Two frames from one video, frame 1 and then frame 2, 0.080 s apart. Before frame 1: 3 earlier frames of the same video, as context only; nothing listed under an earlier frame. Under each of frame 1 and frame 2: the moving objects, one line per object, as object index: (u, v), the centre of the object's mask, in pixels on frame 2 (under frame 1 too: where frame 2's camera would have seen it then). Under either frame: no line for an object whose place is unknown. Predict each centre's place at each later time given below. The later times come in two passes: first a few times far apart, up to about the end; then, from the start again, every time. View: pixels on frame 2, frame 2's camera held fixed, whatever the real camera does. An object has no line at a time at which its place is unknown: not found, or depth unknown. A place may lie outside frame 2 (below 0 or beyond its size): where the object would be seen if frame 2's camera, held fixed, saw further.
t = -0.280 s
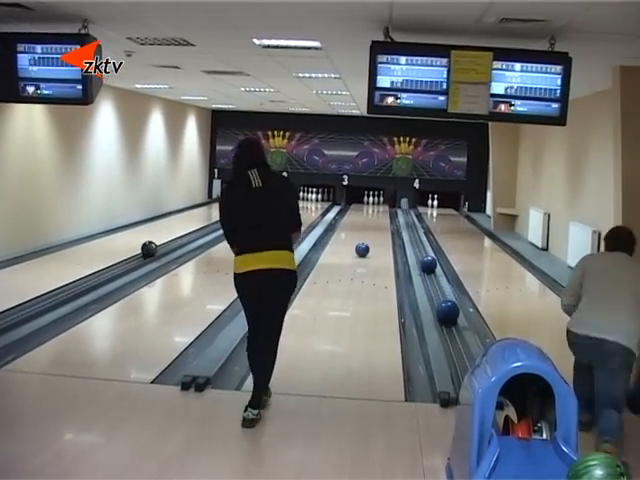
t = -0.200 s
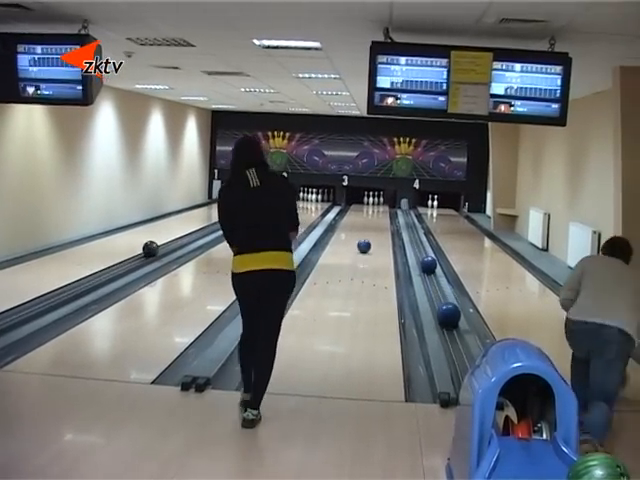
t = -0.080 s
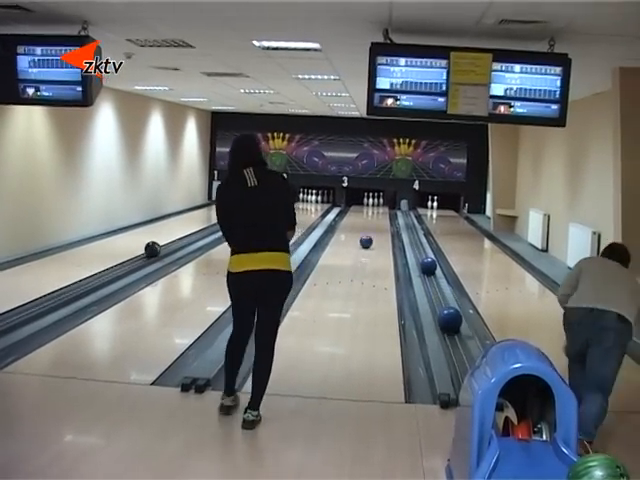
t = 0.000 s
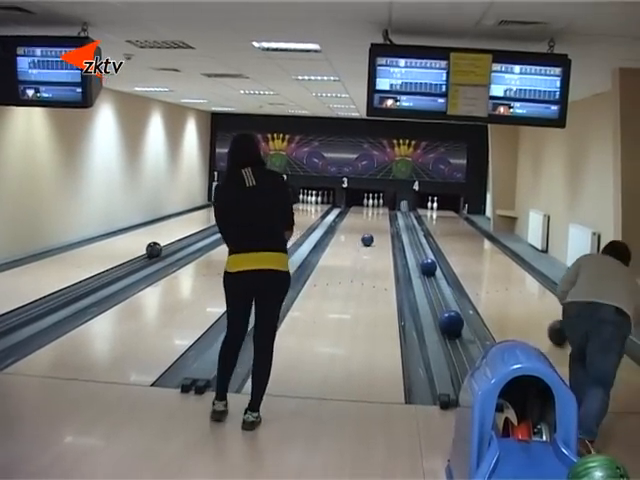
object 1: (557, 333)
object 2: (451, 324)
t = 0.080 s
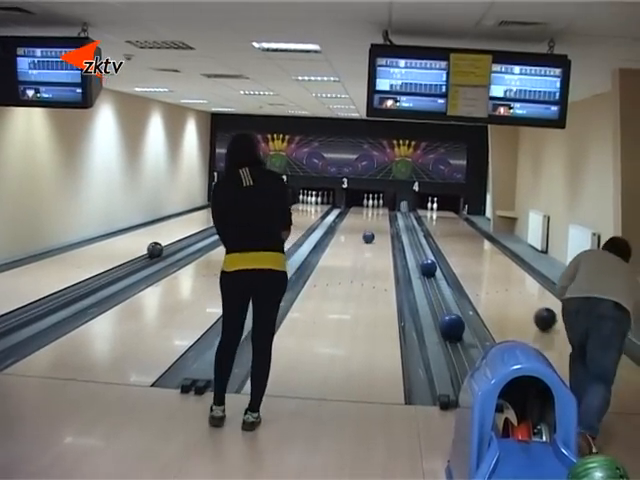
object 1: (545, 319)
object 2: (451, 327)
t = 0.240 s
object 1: (521, 296)
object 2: (454, 333)
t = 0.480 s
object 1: (496, 273)
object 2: (458, 343)
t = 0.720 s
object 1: (478, 256)
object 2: (462, 353)
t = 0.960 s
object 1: (464, 244)
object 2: (463, 363)
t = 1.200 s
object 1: (453, 235)
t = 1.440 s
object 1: (444, 228)
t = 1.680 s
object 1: (437, 223)
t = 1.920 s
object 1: (431, 219)
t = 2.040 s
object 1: (427, 218)
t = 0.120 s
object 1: (538, 312)
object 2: (452, 329)
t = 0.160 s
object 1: (532, 307)
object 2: (453, 330)
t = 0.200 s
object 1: (527, 301)
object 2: (453, 332)
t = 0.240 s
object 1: (521, 296)
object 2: (454, 333)
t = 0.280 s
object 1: (516, 292)
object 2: (454, 334)
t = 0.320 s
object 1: (512, 288)
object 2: (455, 336)
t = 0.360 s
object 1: (507, 284)
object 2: (456, 338)
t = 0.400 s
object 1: (504, 280)
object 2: (456, 339)
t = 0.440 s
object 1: (500, 276)
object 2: (457, 341)
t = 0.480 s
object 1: (496, 273)
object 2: (458, 343)
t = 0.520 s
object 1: (493, 270)
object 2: (458, 344)
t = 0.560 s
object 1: (489, 267)
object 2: (459, 346)
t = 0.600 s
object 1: (486, 264)
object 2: (460, 348)
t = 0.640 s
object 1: (483, 261)
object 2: (460, 350)
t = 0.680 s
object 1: (480, 259)
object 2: (461, 352)
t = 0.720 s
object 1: (478, 256)
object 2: (462, 353)
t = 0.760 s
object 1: (475, 254)
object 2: (462, 356)
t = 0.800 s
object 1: (473, 252)
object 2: (463, 357)
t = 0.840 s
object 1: (471, 250)
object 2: (463, 359)
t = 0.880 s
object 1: (468, 248)
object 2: (463, 360)
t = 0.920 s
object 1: (466, 246)
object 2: (463, 361)
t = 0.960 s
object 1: (464, 244)
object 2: (463, 363)
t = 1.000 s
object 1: (462, 242)
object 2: (463, 366)
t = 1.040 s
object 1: (461, 241)
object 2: (463, 368)
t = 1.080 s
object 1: (459, 239)
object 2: (462, 370)
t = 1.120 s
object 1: (456, 238)
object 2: (462, 372)
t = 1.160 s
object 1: (455, 237)
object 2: (462, 374)
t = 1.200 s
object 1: (453, 235)
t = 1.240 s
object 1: (452, 234)
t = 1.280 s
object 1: (450, 233)
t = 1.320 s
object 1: (448, 231)
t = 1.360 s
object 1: (447, 230)
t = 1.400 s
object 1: (446, 229)
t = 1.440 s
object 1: (444, 228)
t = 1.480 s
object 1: (443, 227)
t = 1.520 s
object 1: (442, 226)
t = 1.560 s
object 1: (440, 225)
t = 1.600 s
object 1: (439, 224)
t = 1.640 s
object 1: (438, 224)
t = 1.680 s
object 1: (437, 223)
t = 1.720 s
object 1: (436, 222)
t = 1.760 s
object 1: (435, 222)
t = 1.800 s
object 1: (434, 220)
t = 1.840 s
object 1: (433, 220)
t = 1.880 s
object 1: (432, 219)
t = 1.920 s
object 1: (431, 219)
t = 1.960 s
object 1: (430, 218)
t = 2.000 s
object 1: (429, 218)
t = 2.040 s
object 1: (427, 218)
